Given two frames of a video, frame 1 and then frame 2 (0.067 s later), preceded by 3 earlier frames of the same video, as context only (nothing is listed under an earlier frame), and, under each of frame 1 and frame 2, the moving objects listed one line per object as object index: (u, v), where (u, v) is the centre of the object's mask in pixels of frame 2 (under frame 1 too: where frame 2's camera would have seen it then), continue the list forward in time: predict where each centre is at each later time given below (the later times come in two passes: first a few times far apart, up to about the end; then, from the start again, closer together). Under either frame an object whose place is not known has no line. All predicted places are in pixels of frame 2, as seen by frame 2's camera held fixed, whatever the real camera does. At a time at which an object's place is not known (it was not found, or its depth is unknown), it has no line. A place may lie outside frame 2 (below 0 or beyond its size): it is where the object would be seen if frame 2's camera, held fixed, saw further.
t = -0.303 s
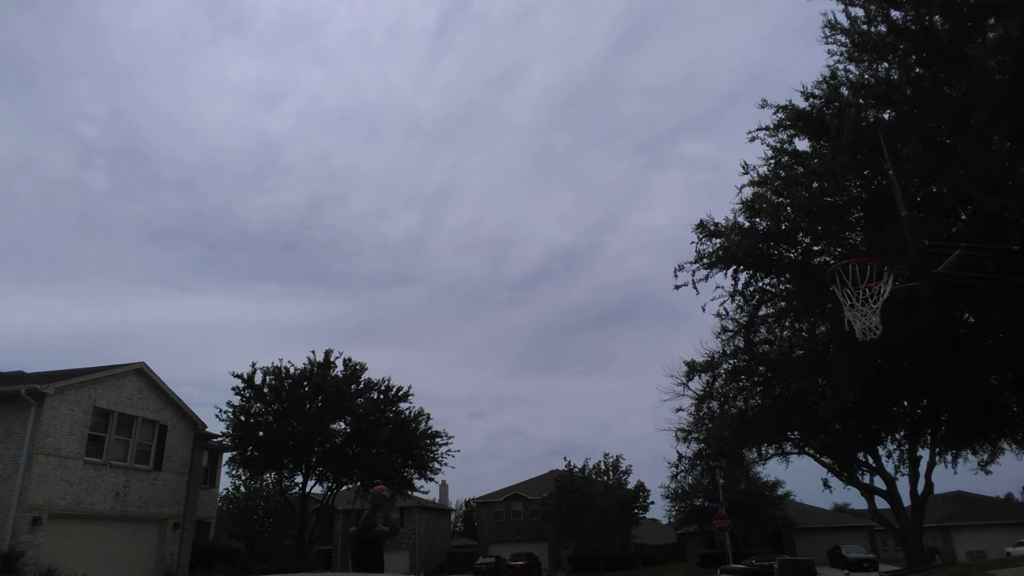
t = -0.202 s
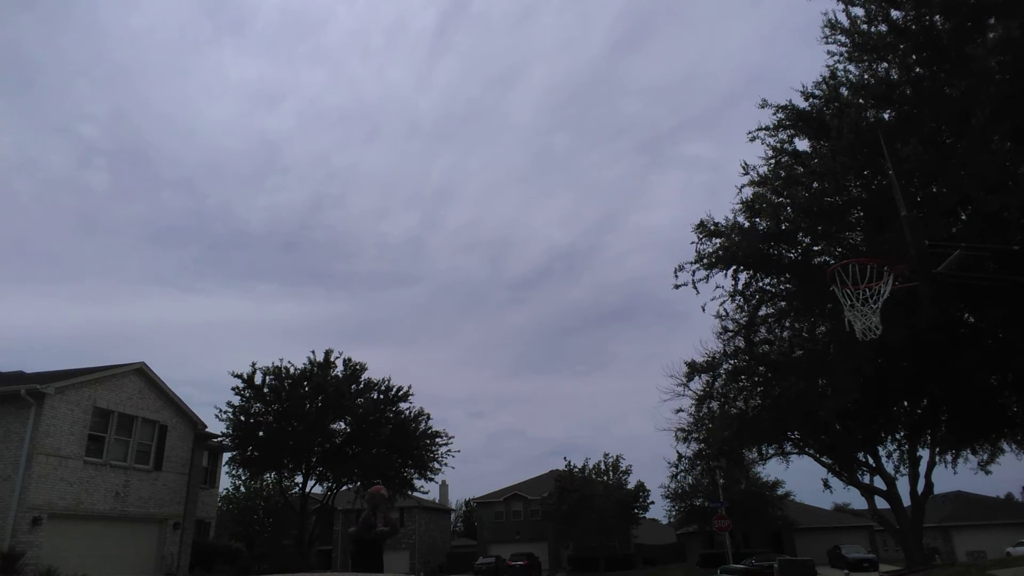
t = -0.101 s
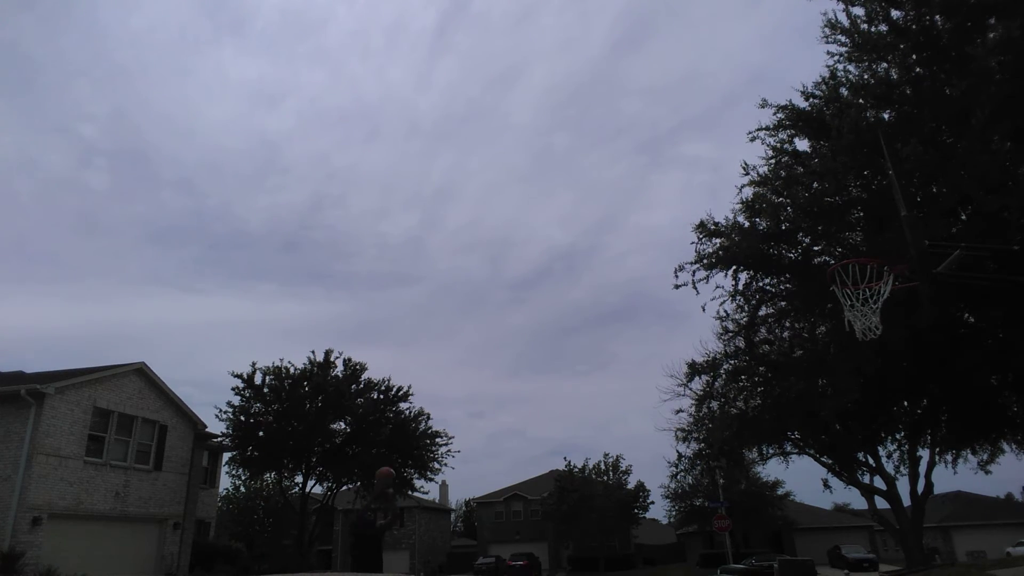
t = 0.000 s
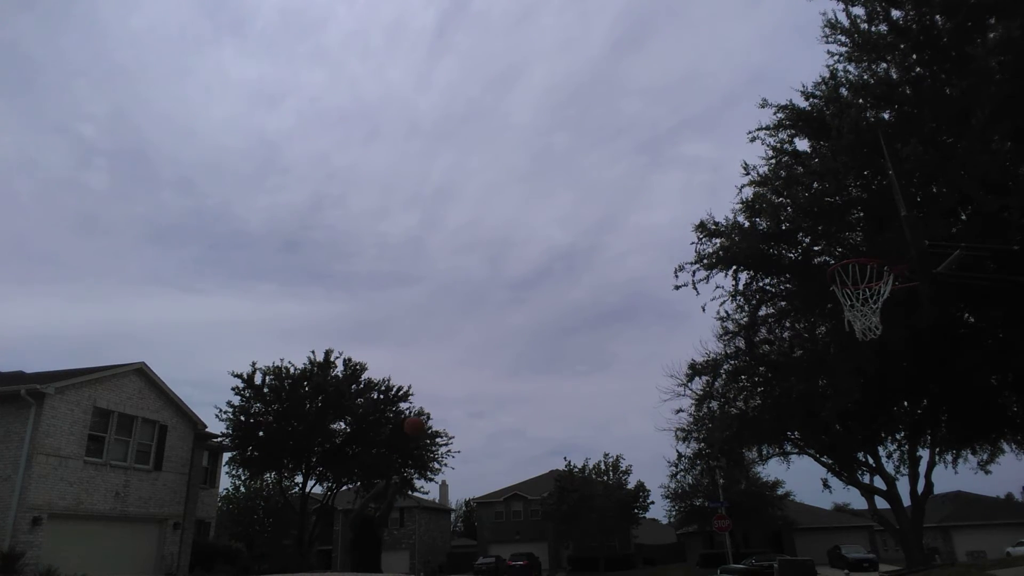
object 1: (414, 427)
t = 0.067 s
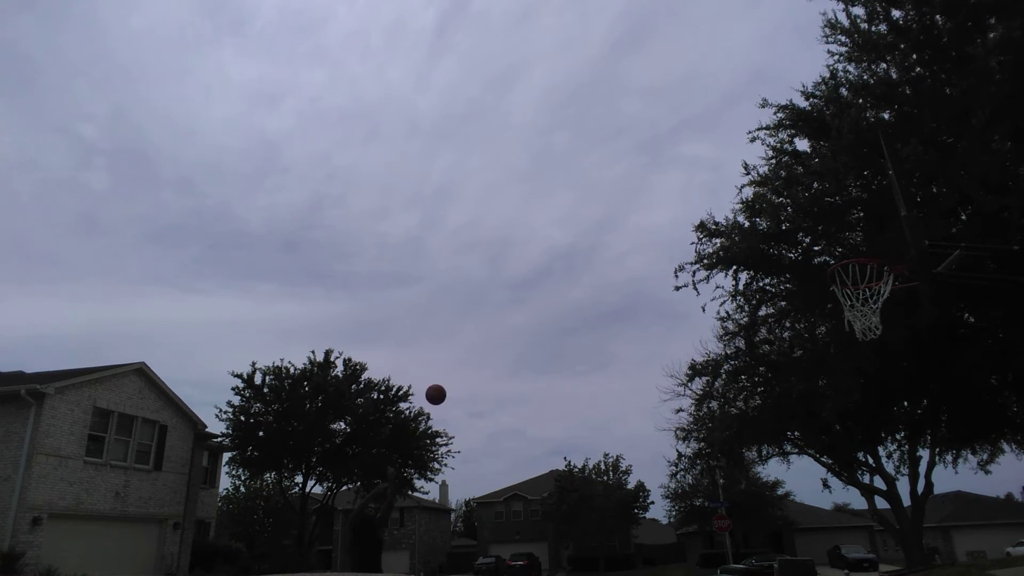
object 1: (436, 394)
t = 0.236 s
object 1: (494, 326)
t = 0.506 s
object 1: (607, 250)
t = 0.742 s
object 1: (746, 224)
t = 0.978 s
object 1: (853, 276)
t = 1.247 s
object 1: (891, 303)
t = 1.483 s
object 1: (901, 348)
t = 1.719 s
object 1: (932, 496)
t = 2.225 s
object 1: (879, 542)
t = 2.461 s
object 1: (817, 477)
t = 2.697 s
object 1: (776, 500)
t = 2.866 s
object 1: (756, 564)
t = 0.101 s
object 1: (447, 379)
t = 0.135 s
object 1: (458, 365)
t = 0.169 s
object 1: (470, 352)
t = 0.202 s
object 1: (482, 338)
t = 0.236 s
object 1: (494, 326)
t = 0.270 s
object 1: (506, 314)
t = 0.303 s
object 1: (520, 303)
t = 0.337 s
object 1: (533, 292)
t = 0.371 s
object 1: (547, 282)
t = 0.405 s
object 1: (561, 273)
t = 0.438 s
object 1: (576, 265)
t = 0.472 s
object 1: (591, 257)
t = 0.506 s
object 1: (607, 250)
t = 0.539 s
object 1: (624, 244)
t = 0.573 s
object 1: (642, 239)
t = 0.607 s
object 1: (661, 234)
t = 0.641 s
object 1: (681, 231)
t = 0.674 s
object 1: (702, 228)
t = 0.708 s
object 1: (723, 226)
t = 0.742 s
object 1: (746, 224)
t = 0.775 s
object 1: (772, 227)
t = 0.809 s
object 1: (800, 230)
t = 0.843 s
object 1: (828, 233)
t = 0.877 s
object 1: (859, 239)
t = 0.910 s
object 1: (893, 247)
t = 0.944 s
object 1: (877, 255)
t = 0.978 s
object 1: (853, 276)
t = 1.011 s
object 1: (851, 282)
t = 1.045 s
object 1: (860, 285)
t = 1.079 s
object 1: (876, 288)
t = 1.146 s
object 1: (891, 308)
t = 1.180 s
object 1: (891, 303)
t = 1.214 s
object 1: (892, 303)
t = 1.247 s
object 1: (891, 303)
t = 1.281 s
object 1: (895, 306)
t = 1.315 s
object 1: (899, 309)
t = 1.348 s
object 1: (901, 315)
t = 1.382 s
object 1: (901, 319)
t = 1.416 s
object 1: (901, 328)
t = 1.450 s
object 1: (900, 336)
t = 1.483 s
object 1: (901, 348)
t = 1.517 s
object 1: (903, 362)
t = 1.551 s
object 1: (907, 380)
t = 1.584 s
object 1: (911, 398)
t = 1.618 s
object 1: (916, 419)
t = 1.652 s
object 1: (920, 442)
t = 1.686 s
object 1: (926, 469)
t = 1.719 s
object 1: (932, 496)
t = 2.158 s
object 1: (899, 568)
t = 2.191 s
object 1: (889, 558)
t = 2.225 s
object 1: (879, 542)
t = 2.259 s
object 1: (868, 527)
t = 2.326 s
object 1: (849, 503)
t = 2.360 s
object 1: (840, 493)
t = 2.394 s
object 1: (832, 486)
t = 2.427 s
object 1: (824, 480)
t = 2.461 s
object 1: (817, 477)
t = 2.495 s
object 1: (810, 475)
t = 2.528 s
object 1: (804, 475)
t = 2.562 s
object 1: (797, 477)
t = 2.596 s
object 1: (791, 480)
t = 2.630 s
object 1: (786, 485)
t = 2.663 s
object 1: (781, 492)
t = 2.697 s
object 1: (776, 500)
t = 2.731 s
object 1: (772, 509)
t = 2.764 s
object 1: (767, 521)
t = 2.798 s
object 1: (763, 535)
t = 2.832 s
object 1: (760, 551)
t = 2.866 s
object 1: (756, 564)
